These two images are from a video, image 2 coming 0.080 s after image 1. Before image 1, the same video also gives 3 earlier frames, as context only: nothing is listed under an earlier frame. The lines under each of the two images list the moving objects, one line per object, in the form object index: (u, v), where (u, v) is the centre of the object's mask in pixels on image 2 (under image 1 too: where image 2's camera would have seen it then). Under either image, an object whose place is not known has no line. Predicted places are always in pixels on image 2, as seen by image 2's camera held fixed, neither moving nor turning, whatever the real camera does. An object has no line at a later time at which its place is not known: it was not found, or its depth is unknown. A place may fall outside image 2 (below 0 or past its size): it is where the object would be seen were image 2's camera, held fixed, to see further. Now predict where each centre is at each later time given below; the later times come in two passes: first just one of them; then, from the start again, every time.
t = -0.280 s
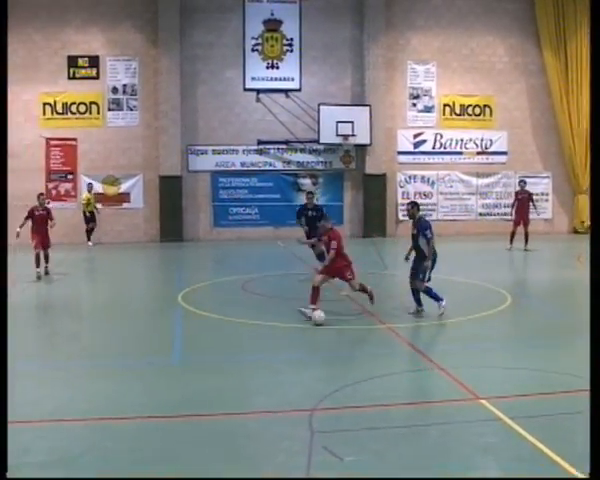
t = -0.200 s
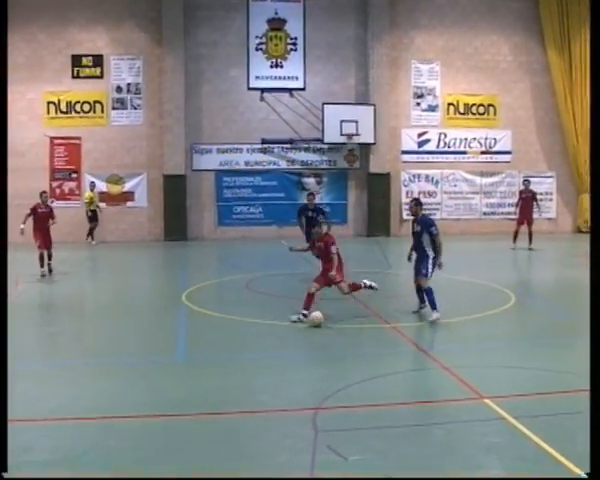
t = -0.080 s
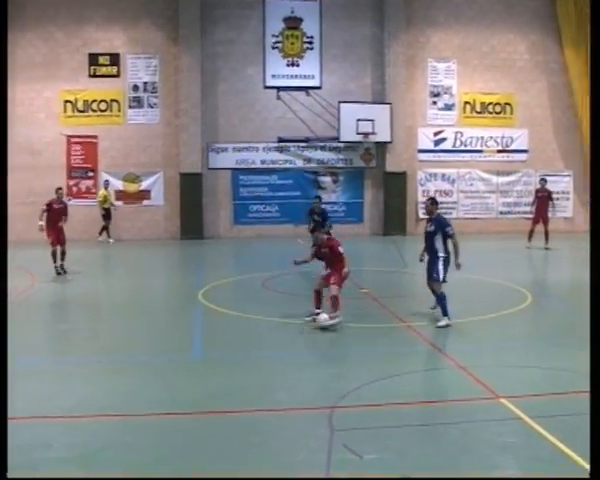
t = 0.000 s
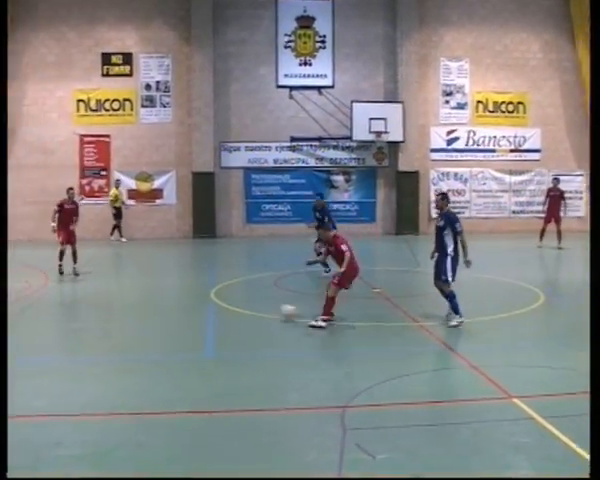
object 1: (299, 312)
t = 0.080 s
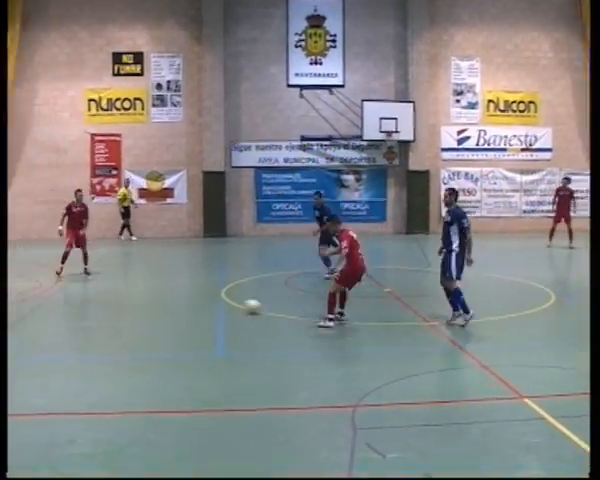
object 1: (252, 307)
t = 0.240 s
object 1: (176, 295)
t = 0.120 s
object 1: (232, 303)
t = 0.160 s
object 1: (212, 301)
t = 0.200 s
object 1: (195, 298)
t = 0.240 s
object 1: (176, 295)
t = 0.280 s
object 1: (161, 293)
